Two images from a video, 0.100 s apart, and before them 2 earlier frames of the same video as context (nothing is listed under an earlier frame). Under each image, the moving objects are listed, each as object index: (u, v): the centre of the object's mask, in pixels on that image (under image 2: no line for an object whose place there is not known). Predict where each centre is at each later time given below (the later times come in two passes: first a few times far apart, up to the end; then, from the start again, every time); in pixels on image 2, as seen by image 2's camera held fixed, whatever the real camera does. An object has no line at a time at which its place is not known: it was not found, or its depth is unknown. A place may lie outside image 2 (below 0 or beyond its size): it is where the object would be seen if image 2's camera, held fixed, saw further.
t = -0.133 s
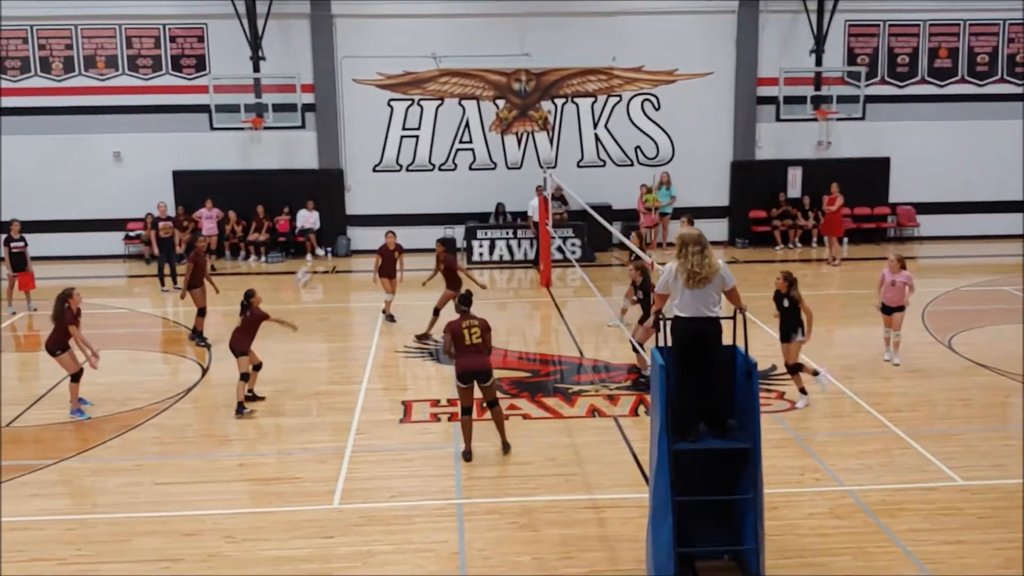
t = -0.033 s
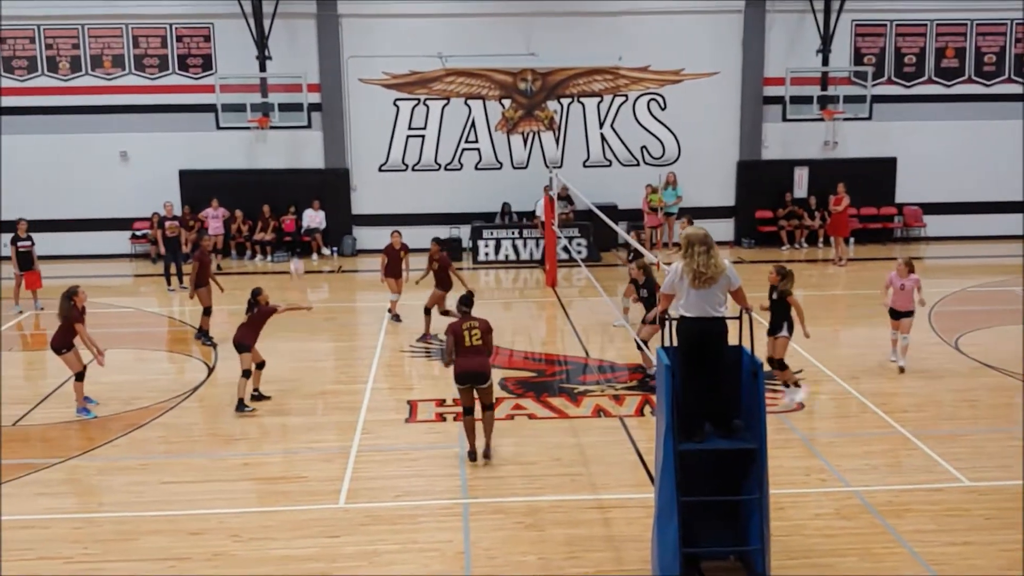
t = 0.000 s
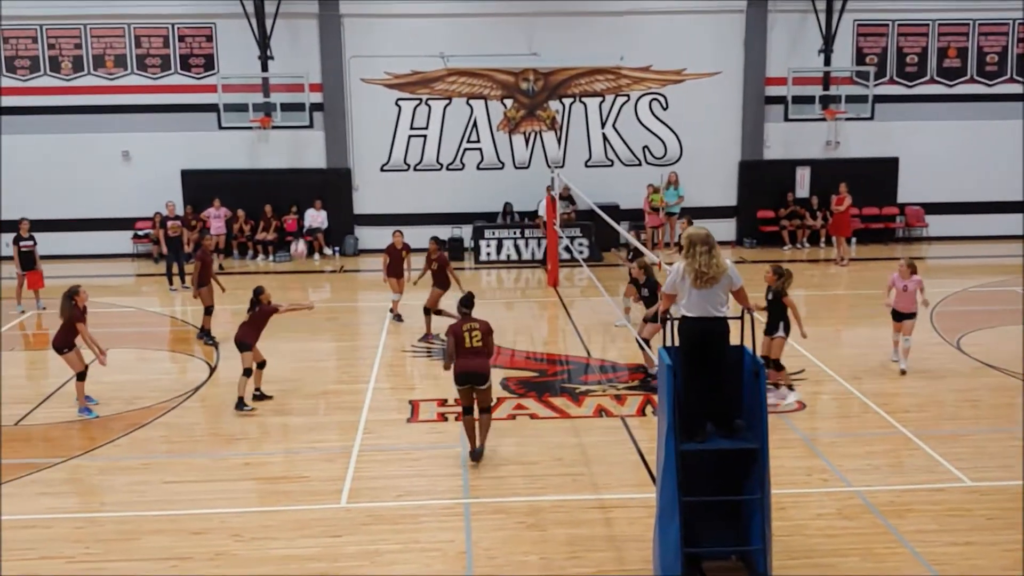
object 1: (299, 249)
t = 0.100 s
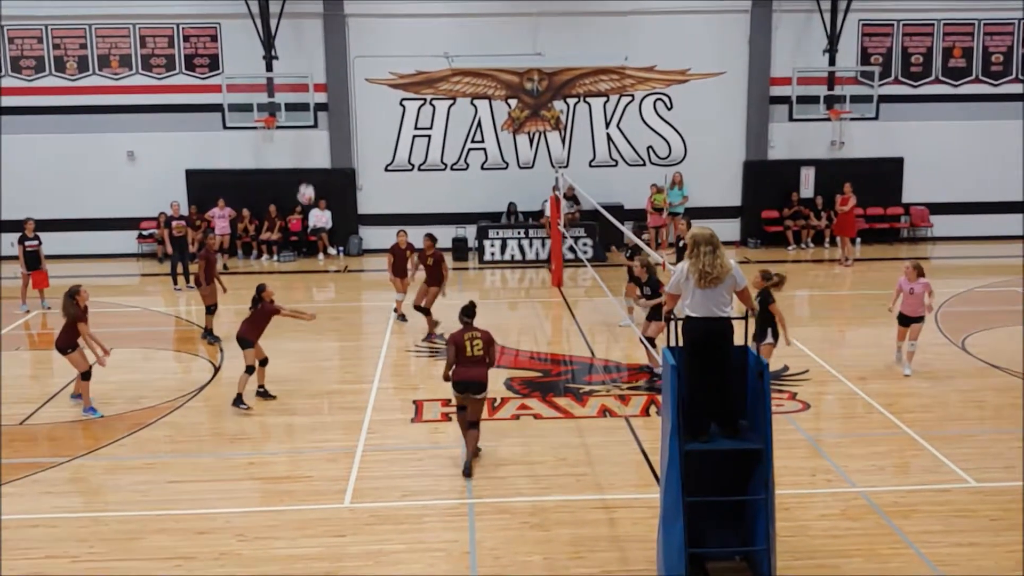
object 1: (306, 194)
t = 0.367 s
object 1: (315, 85)
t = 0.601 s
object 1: (326, 32)
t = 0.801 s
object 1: (336, 23)
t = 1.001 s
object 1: (347, 49)
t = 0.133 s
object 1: (307, 178)
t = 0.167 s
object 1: (308, 163)
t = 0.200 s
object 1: (309, 146)
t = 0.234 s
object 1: (311, 131)
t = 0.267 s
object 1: (312, 118)
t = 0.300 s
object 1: (313, 106)
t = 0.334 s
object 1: (314, 92)
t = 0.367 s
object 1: (315, 85)
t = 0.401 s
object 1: (316, 74)
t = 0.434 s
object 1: (318, 65)
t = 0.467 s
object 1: (320, 56)
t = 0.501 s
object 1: (321, 48)
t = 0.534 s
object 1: (323, 42)
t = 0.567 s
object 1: (324, 36)
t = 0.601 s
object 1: (326, 32)
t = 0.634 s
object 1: (327, 27)
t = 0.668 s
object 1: (328, 25)
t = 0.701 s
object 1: (330, 23)
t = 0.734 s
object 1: (332, 23)
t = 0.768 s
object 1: (334, 23)
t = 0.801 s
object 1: (336, 23)
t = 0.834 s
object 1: (338, 26)
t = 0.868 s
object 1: (339, 28)
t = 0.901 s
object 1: (341, 31)
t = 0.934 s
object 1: (343, 36)
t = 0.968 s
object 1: (345, 43)
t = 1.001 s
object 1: (347, 49)
